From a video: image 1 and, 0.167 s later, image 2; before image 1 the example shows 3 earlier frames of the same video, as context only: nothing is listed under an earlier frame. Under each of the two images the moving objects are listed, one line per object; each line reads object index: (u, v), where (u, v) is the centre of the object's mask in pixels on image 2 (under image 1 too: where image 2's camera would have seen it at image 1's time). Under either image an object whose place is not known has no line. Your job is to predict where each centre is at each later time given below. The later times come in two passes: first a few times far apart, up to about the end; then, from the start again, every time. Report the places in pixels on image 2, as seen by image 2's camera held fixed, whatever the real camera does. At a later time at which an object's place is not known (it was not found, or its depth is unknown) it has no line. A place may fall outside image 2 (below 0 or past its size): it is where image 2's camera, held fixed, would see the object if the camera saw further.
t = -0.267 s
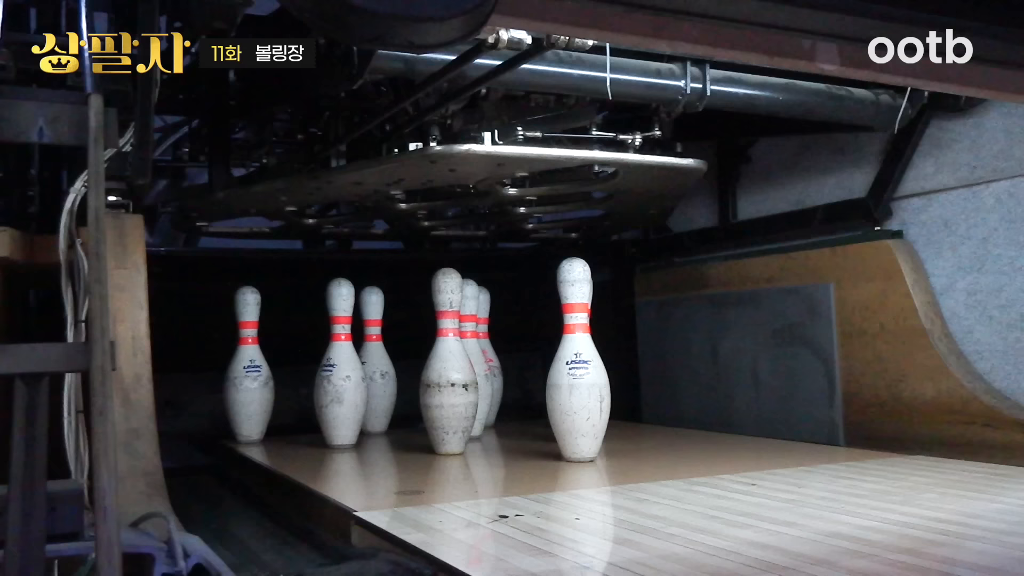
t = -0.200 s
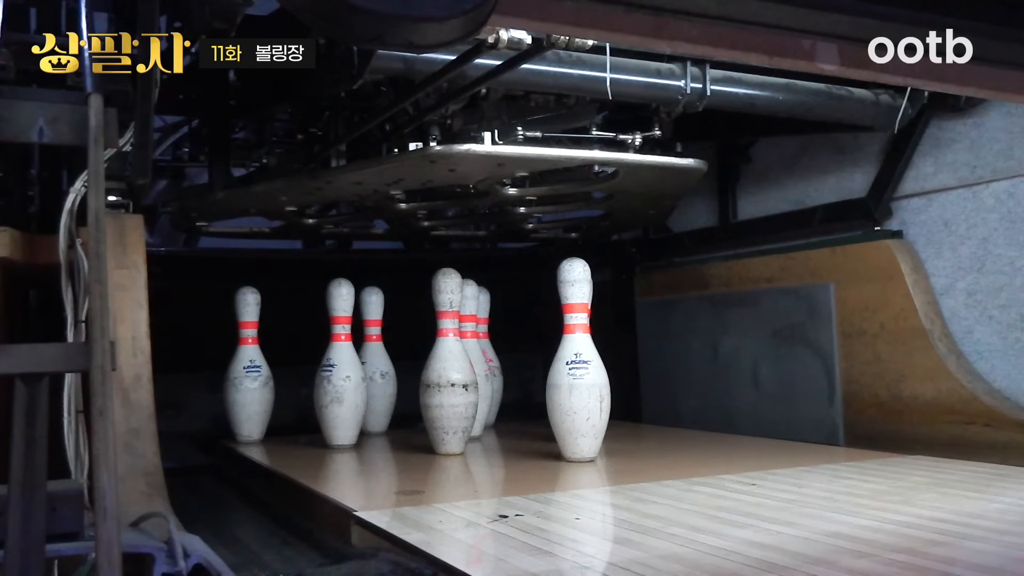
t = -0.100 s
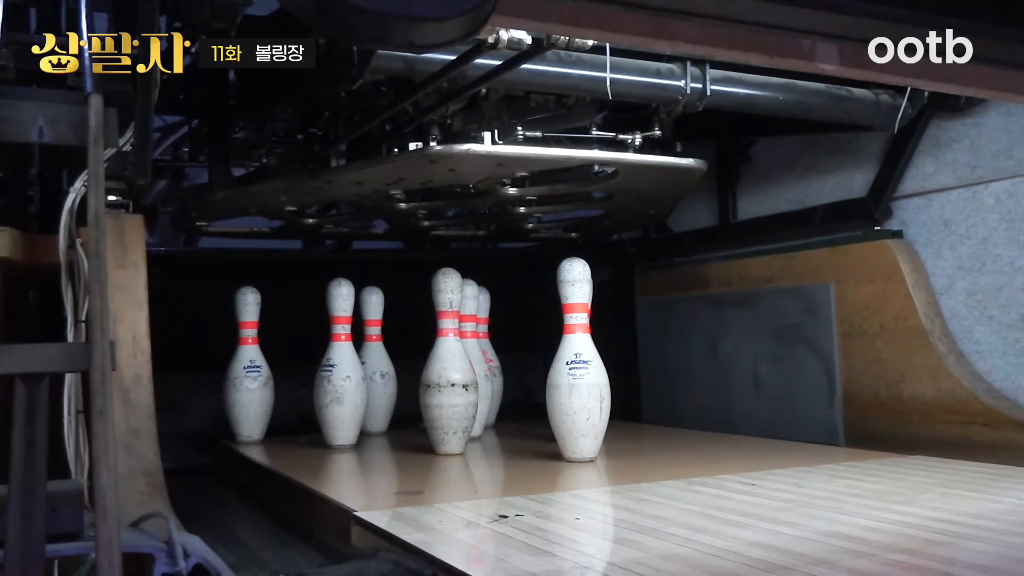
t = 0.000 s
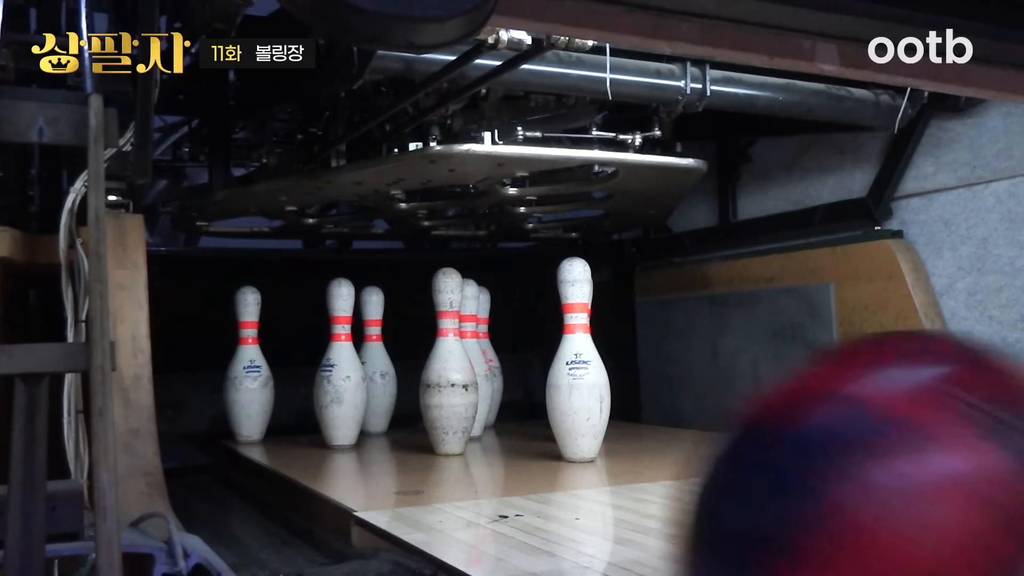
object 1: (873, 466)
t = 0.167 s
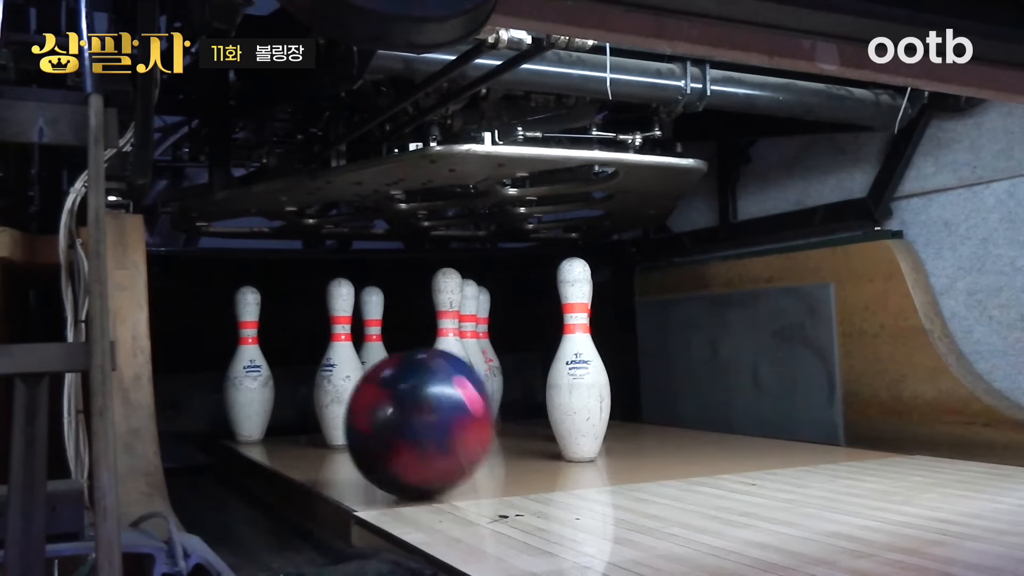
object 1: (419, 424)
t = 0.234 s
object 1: (362, 409)
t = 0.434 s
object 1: (272, 396)
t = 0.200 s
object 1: (387, 416)
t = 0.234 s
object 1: (362, 409)
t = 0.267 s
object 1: (341, 404)
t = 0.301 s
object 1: (318, 404)
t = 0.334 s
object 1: (299, 401)
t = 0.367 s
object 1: (286, 399)
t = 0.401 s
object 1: (280, 397)
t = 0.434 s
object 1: (272, 396)
